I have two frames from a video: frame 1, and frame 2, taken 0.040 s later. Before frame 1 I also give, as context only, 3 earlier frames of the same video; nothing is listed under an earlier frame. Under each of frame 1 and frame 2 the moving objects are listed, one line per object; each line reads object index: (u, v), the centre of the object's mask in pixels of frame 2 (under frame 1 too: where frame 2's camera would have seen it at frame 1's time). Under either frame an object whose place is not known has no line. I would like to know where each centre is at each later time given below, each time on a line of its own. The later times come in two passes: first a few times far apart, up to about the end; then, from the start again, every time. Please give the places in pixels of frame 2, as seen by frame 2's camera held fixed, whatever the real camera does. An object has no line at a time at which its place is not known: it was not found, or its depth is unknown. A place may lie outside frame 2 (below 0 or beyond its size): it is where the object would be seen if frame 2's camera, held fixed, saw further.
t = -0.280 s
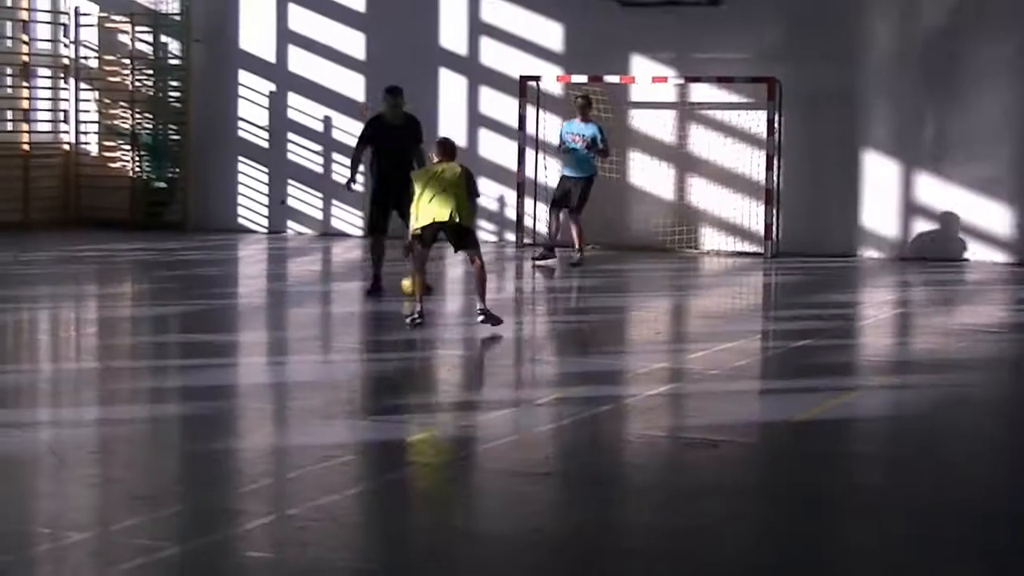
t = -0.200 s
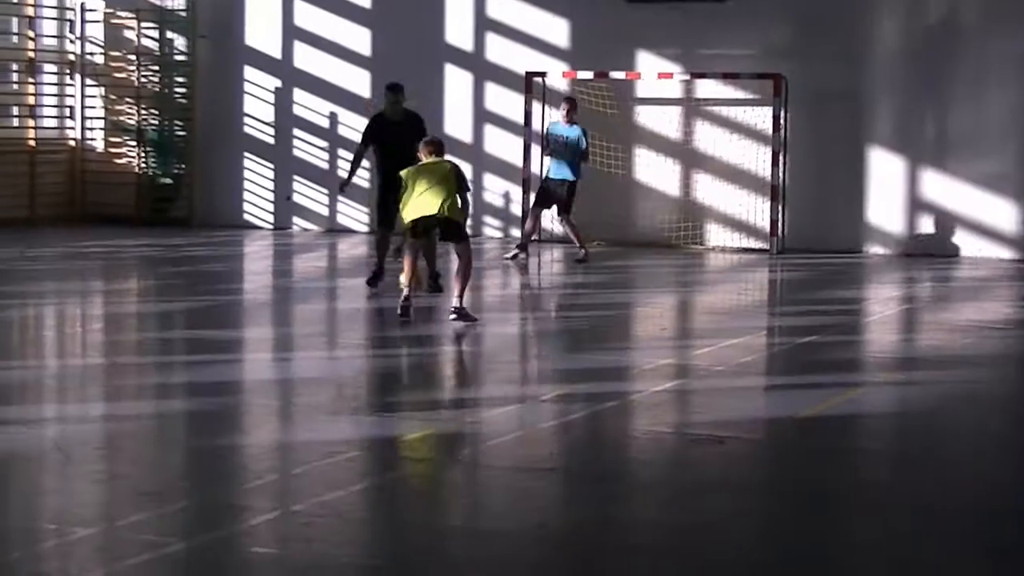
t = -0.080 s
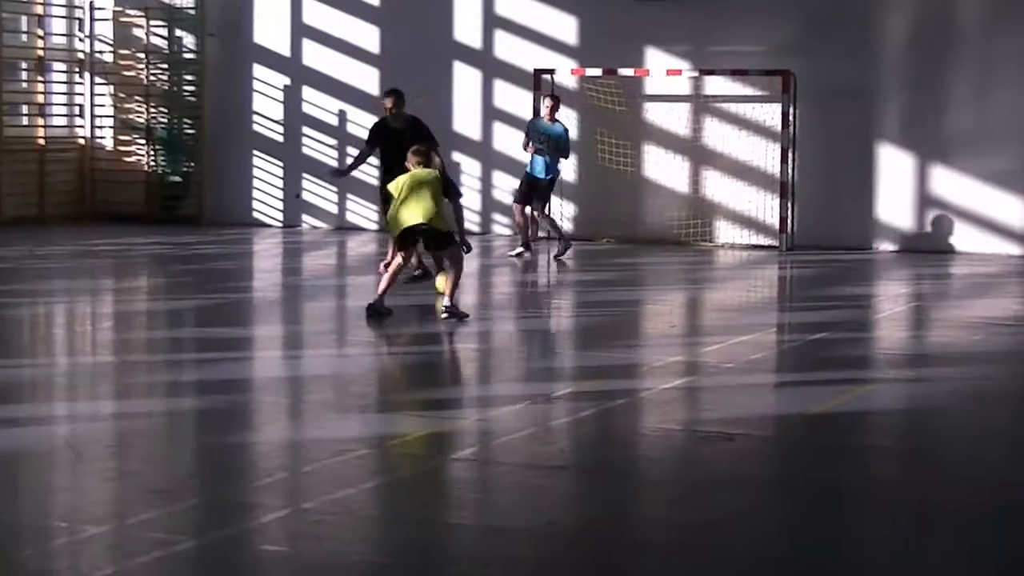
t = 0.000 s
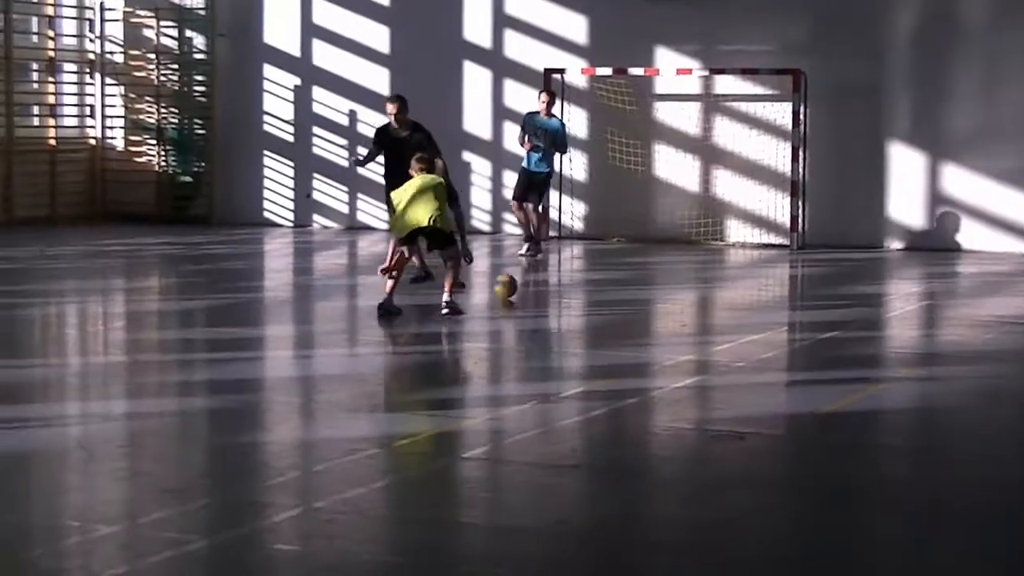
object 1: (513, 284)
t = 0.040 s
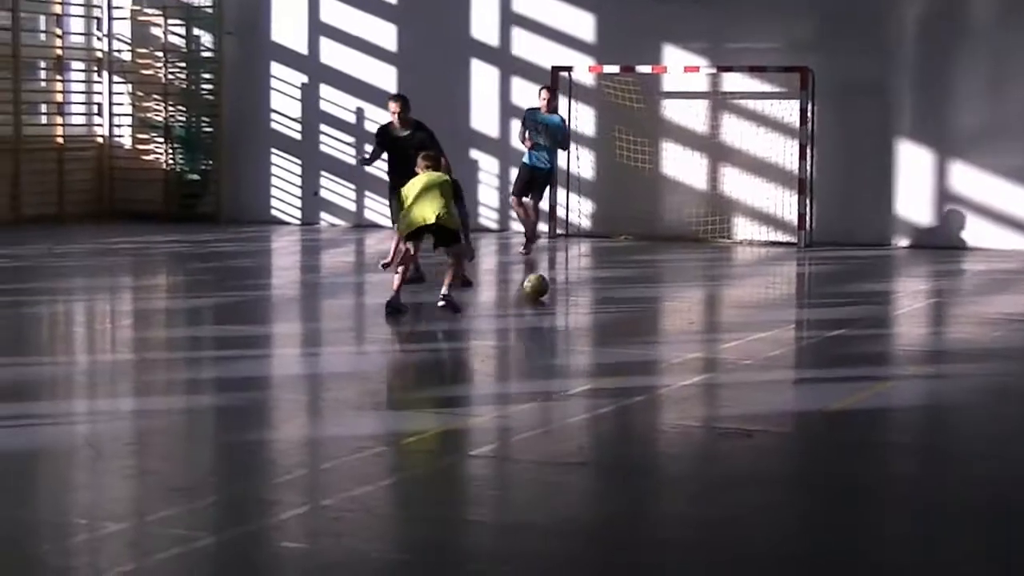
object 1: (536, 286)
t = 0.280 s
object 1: (673, 299)
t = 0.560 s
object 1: (821, 313)
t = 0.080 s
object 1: (559, 288)
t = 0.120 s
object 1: (583, 291)
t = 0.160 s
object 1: (606, 293)
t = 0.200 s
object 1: (628, 295)
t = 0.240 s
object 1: (650, 297)
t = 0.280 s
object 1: (673, 299)
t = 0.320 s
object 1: (694, 300)
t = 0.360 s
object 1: (714, 303)
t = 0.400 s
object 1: (734, 304)
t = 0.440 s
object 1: (756, 307)
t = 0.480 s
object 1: (777, 309)
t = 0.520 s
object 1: (799, 311)
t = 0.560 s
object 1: (821, 313)
